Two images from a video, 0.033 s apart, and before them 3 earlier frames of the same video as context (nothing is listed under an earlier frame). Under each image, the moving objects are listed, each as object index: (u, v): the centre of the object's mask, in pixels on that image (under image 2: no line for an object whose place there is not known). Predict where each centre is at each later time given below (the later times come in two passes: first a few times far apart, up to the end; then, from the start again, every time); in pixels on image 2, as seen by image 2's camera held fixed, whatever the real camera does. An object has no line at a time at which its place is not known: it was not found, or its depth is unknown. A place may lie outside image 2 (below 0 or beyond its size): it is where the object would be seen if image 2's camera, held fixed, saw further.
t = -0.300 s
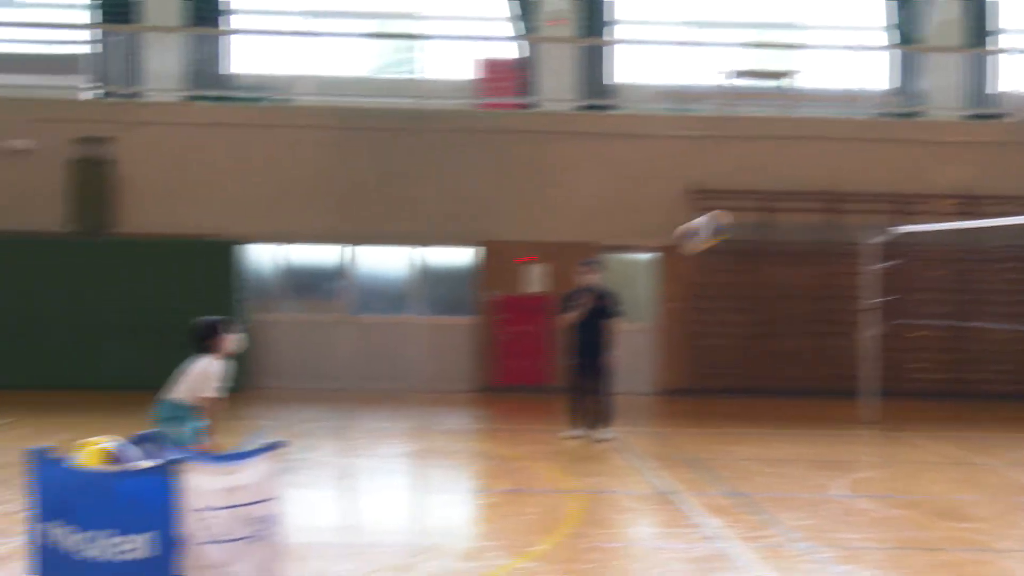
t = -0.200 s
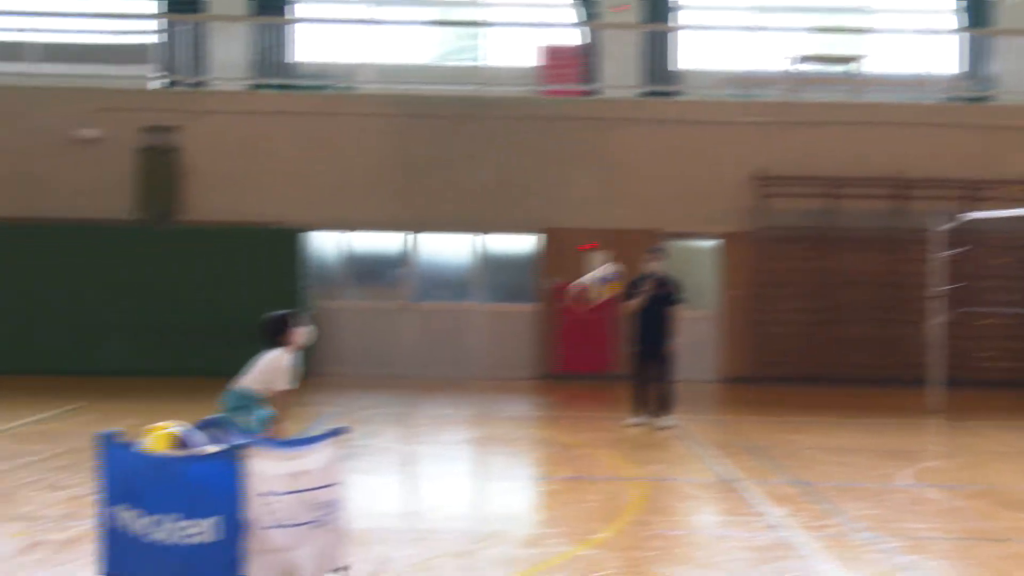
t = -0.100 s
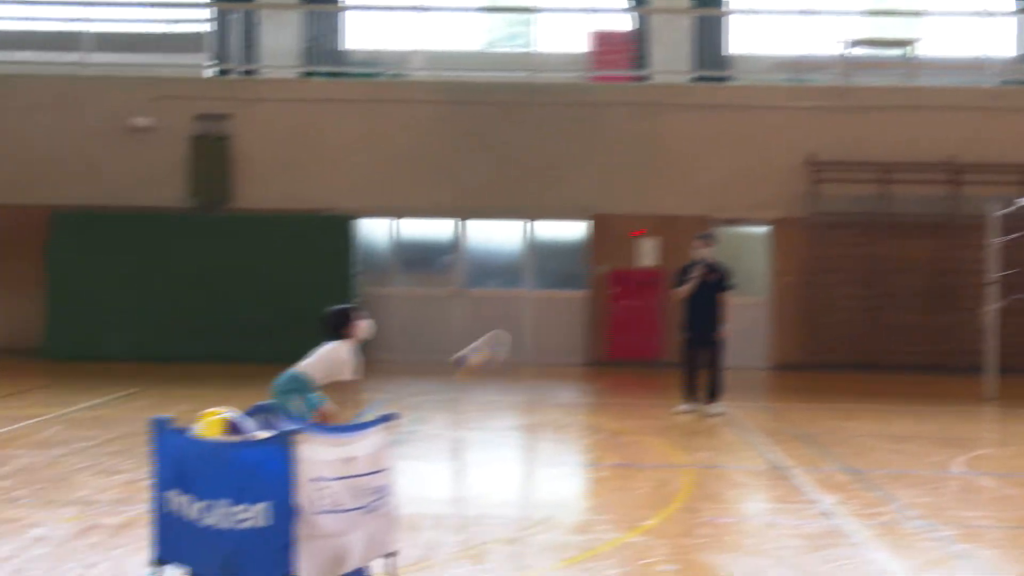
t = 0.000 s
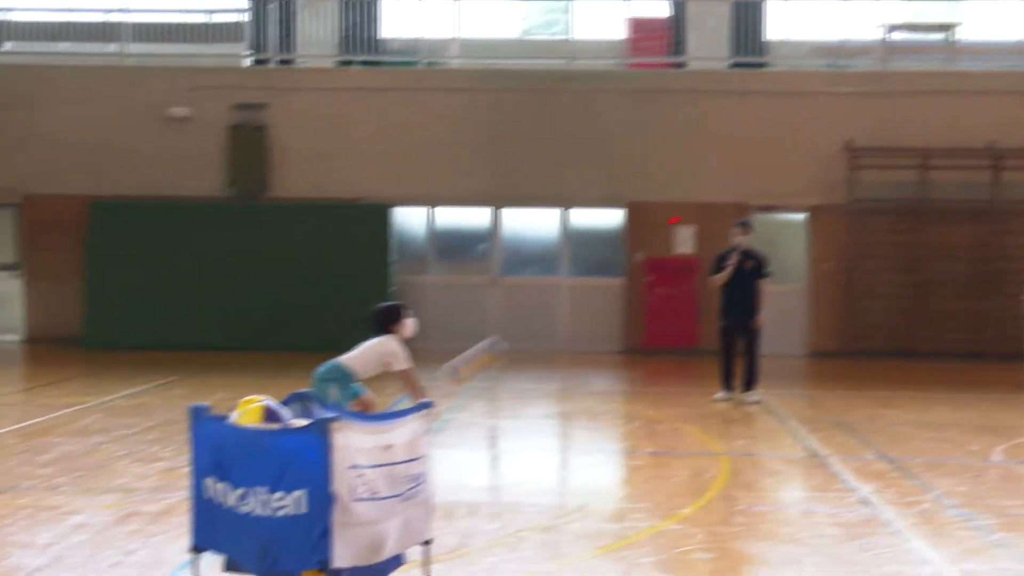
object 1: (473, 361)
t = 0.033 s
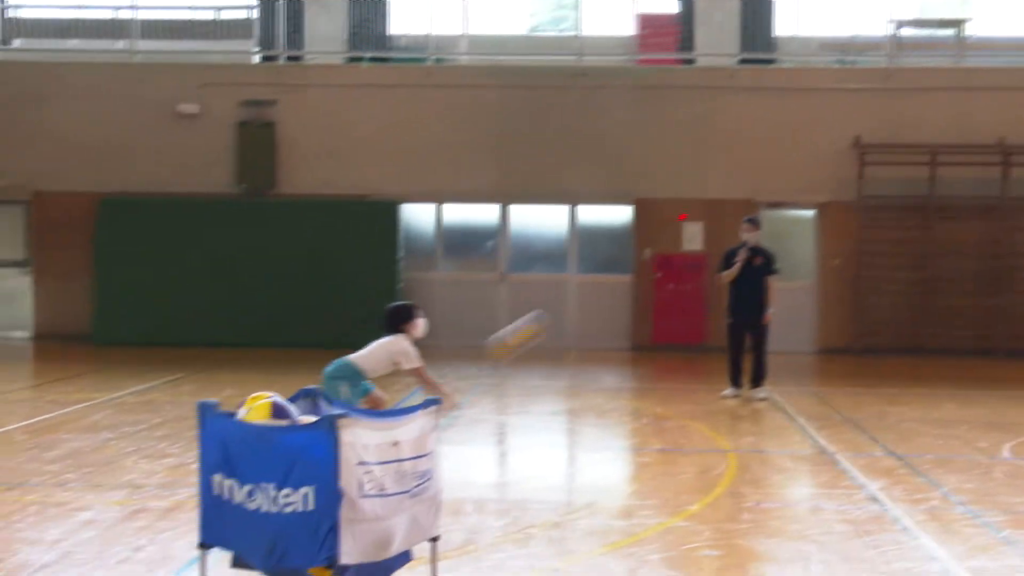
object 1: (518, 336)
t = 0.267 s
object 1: (749, 222)
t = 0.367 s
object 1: (835, 199)
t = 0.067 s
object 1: (554, 313)
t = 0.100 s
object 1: (592, 294)
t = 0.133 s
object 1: (627, 274)
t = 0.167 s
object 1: (660, 258)
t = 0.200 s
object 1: (689, 245)
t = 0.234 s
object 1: (723, 232)
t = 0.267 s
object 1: (749, 222)
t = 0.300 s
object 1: (778, 211)
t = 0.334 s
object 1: (808, 202)
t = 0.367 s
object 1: (835, 199)
